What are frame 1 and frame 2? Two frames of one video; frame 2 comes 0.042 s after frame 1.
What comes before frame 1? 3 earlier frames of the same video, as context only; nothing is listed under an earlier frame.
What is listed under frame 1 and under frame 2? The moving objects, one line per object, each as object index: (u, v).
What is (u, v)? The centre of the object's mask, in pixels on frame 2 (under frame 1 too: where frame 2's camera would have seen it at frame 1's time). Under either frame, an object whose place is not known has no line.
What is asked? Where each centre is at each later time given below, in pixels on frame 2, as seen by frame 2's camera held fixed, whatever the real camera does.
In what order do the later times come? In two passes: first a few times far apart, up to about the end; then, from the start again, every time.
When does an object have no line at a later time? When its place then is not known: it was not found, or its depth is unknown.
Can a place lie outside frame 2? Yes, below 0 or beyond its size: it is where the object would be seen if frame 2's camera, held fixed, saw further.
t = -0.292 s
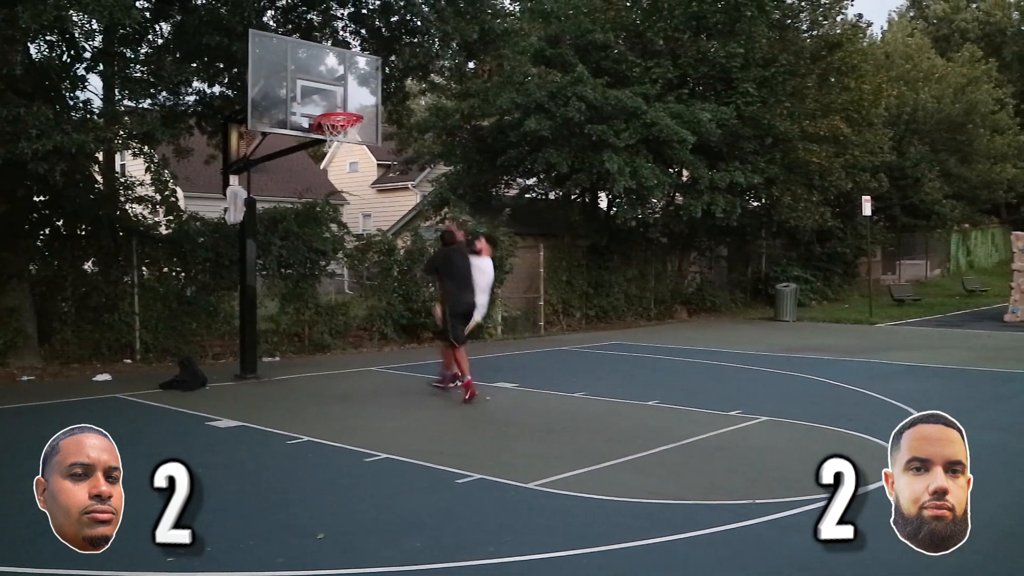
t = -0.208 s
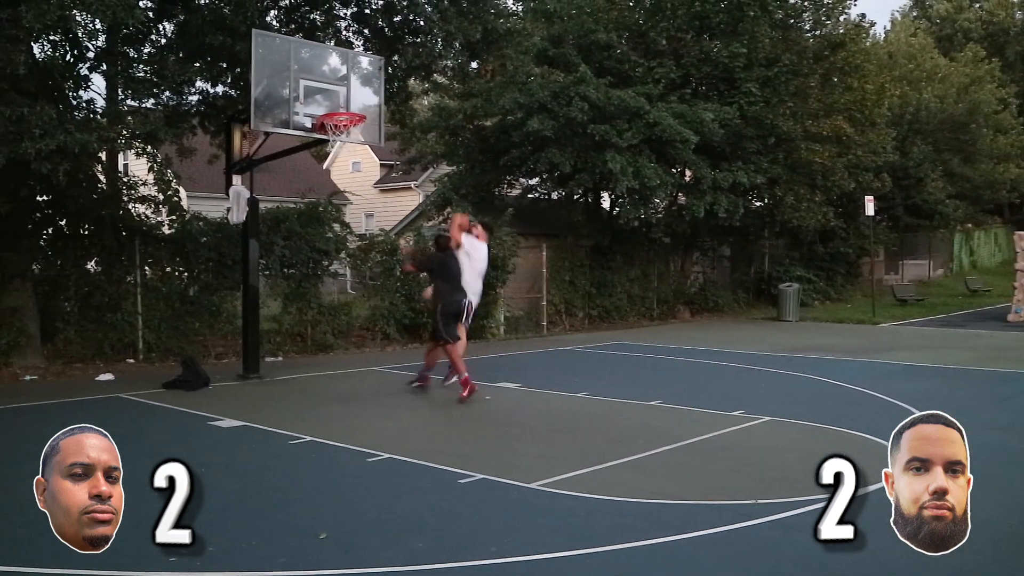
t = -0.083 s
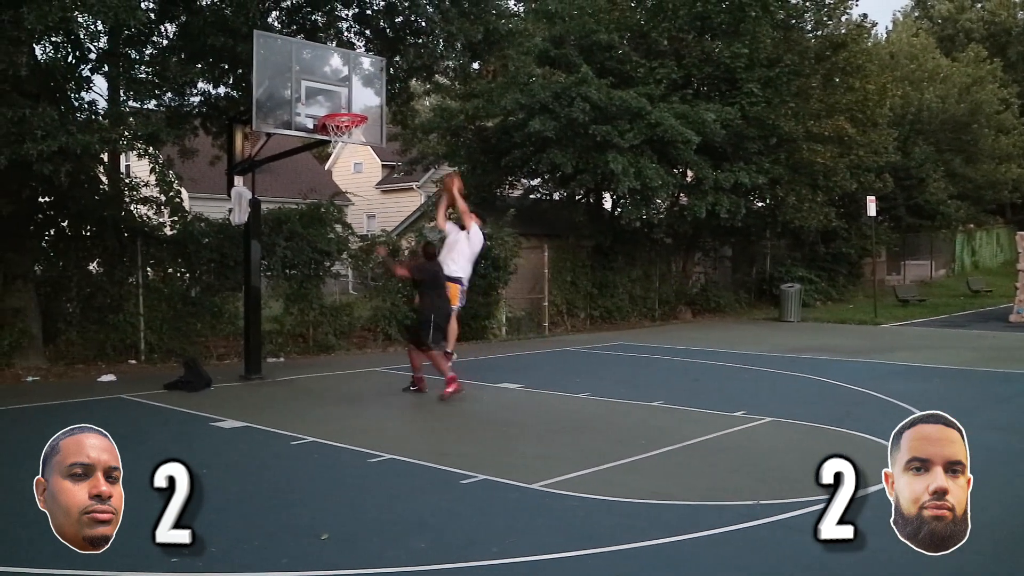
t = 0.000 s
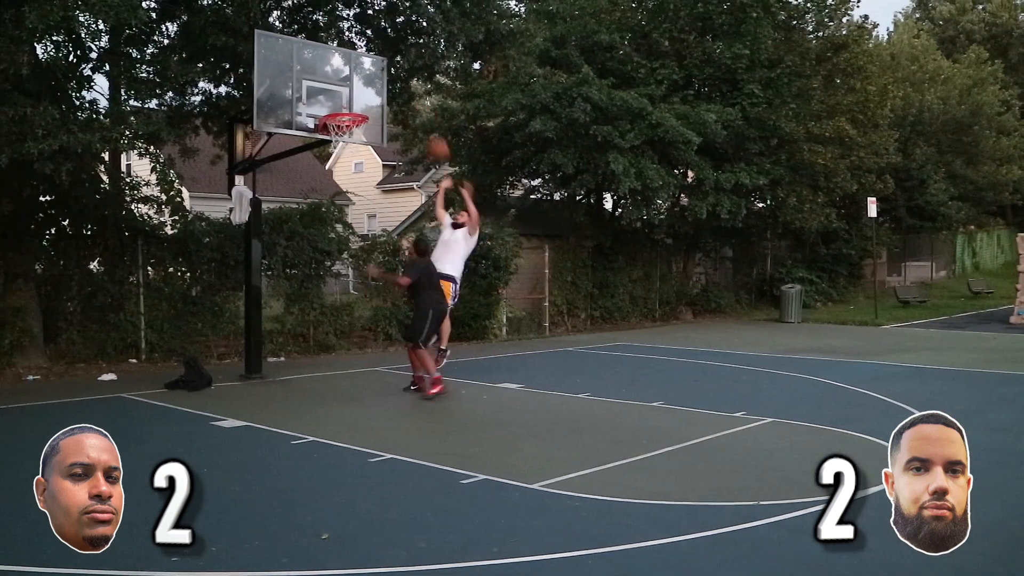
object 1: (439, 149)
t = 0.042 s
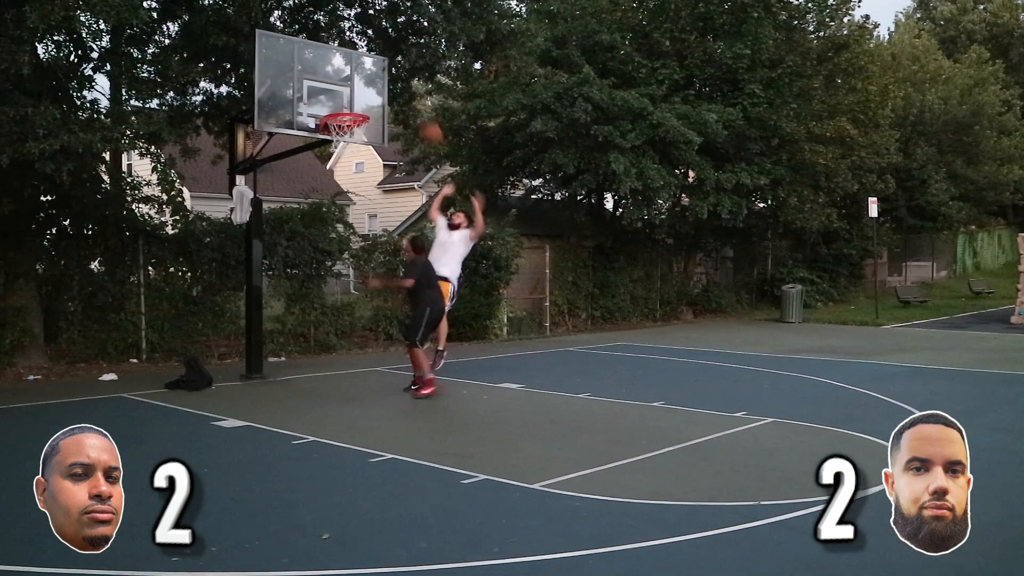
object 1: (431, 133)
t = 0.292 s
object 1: (384, 67)
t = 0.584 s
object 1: (340, 51)
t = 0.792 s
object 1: (324, 85)
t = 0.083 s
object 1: (425, 119)
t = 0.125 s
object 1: (417, 104)
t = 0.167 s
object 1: (409, 93)
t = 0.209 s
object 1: (400, 83)
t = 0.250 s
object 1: (393, 74)
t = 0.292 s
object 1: (384, 67)
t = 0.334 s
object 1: (377, 61)
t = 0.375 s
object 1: (368, 55)
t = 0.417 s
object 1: (358, 52)
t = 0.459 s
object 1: (350, 50)
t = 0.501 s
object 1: (345, 49)
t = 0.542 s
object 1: (342, 50)
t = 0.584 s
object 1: (340, 51)
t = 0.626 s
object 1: (336, 55)
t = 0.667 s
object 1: (333, 60)
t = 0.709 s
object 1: (330, 67)
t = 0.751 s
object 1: (327, 75)
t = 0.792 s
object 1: (324, 85)
